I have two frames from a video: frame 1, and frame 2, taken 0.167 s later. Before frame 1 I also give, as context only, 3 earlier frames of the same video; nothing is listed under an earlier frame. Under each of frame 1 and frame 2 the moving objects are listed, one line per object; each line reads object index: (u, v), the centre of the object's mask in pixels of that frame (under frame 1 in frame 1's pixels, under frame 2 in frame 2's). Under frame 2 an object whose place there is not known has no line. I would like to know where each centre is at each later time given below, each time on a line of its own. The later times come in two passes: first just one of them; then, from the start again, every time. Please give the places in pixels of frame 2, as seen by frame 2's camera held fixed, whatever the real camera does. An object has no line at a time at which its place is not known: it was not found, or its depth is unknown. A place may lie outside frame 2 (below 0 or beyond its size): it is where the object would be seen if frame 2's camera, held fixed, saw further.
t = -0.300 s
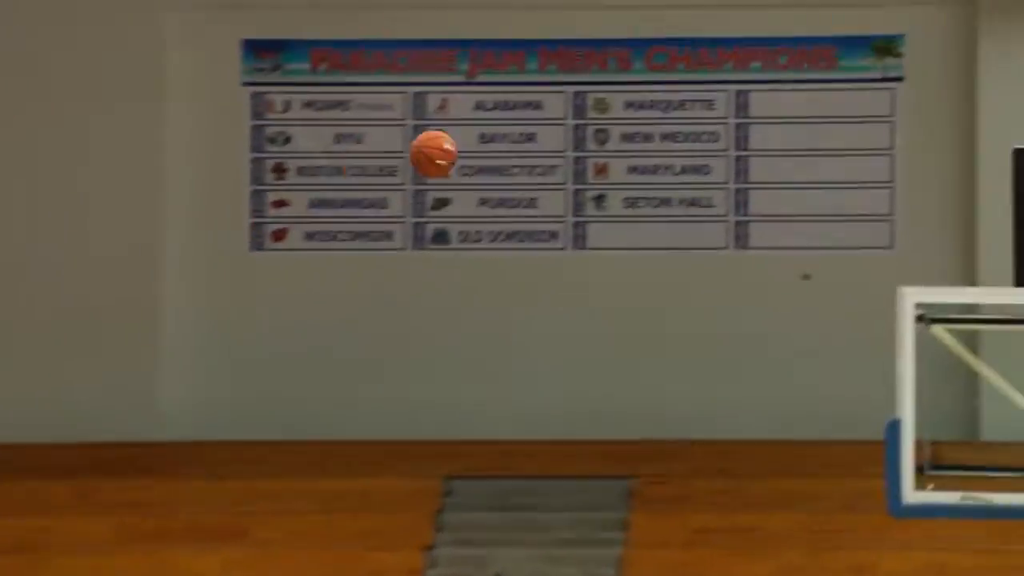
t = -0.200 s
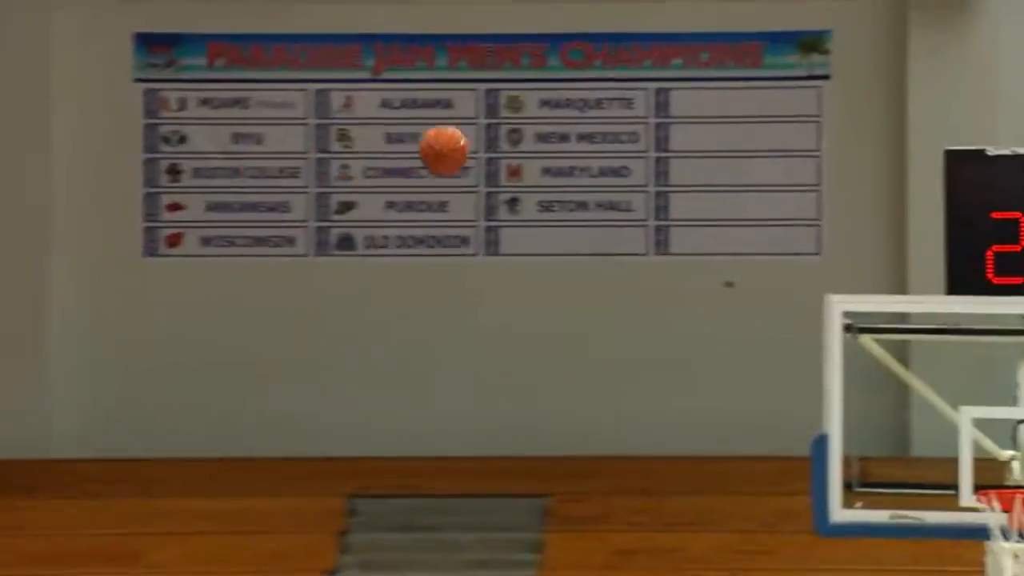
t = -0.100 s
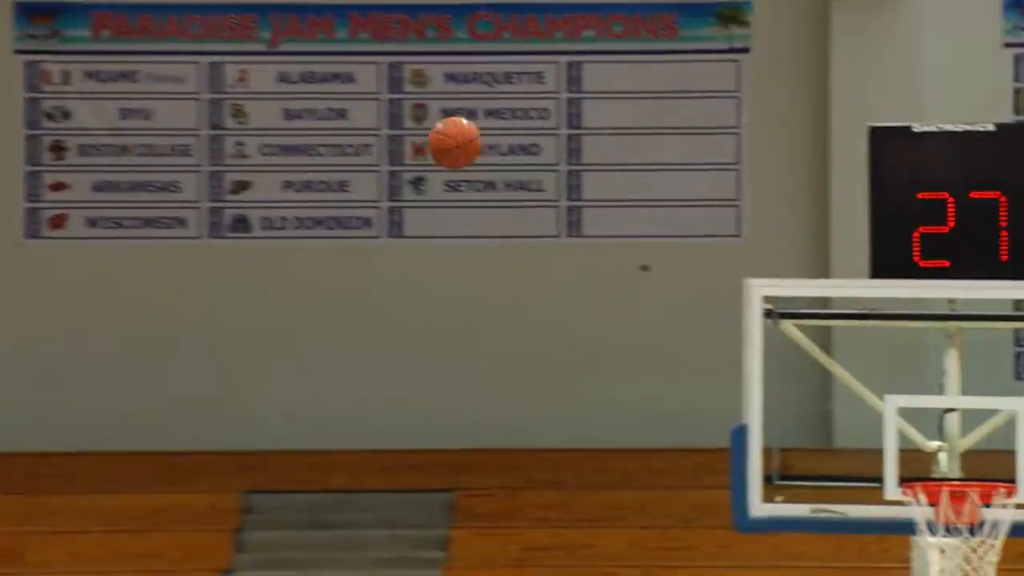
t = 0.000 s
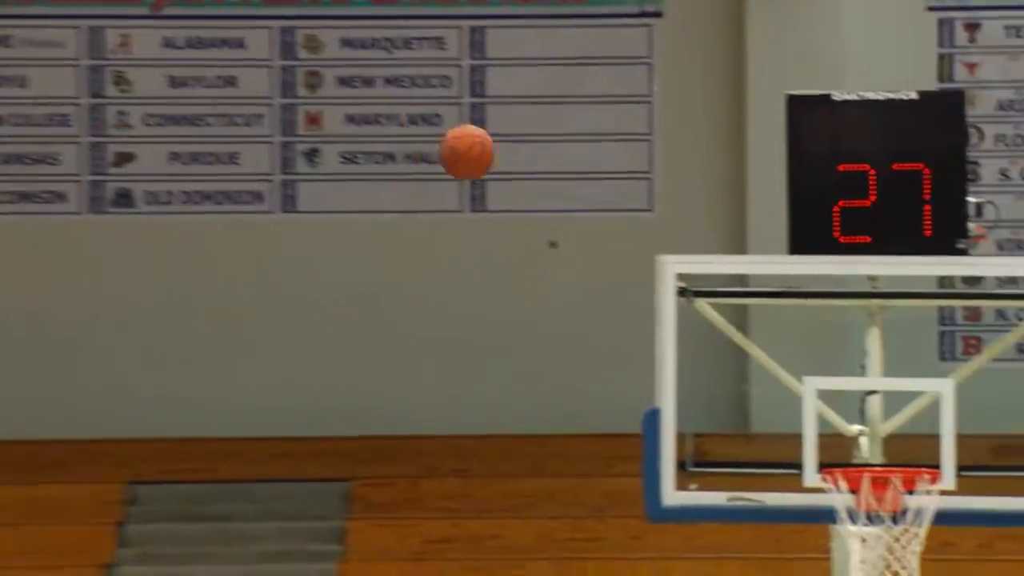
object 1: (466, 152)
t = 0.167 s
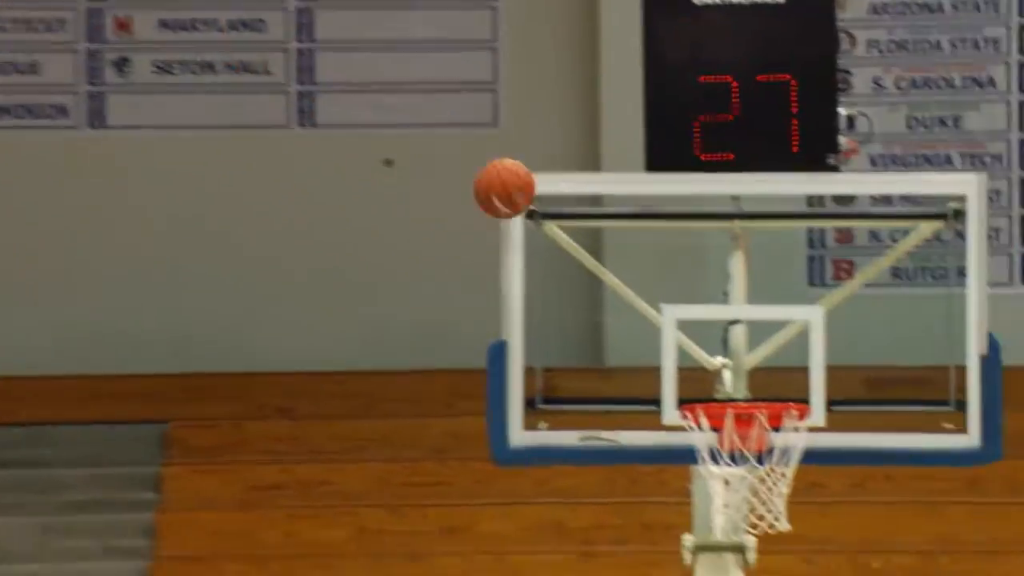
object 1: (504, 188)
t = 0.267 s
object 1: (630, 296)
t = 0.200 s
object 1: (547, 222)
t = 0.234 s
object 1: (588, 258)
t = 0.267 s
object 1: (630, 296)
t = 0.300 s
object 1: (671, 337)
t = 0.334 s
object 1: (712, 379)
